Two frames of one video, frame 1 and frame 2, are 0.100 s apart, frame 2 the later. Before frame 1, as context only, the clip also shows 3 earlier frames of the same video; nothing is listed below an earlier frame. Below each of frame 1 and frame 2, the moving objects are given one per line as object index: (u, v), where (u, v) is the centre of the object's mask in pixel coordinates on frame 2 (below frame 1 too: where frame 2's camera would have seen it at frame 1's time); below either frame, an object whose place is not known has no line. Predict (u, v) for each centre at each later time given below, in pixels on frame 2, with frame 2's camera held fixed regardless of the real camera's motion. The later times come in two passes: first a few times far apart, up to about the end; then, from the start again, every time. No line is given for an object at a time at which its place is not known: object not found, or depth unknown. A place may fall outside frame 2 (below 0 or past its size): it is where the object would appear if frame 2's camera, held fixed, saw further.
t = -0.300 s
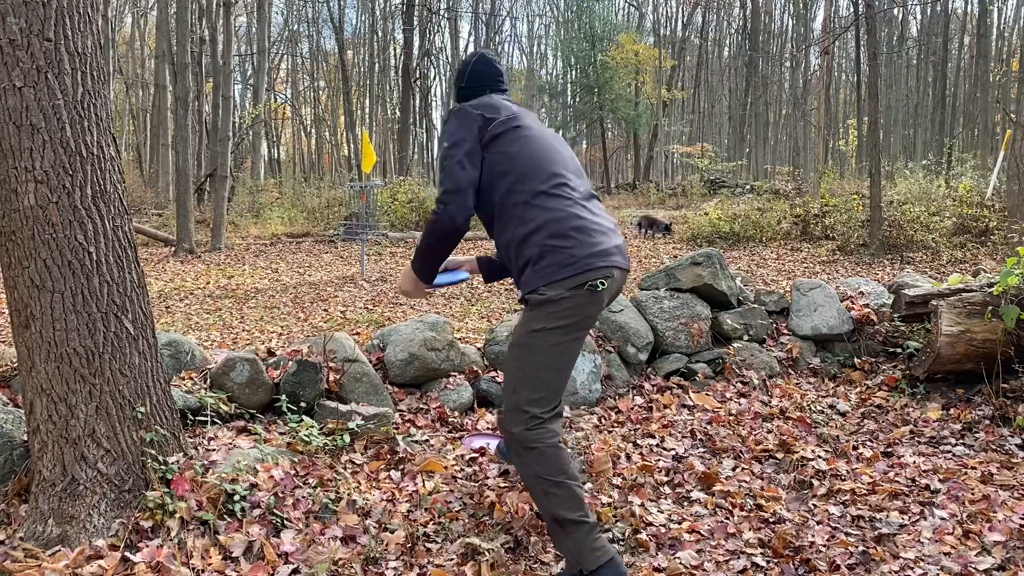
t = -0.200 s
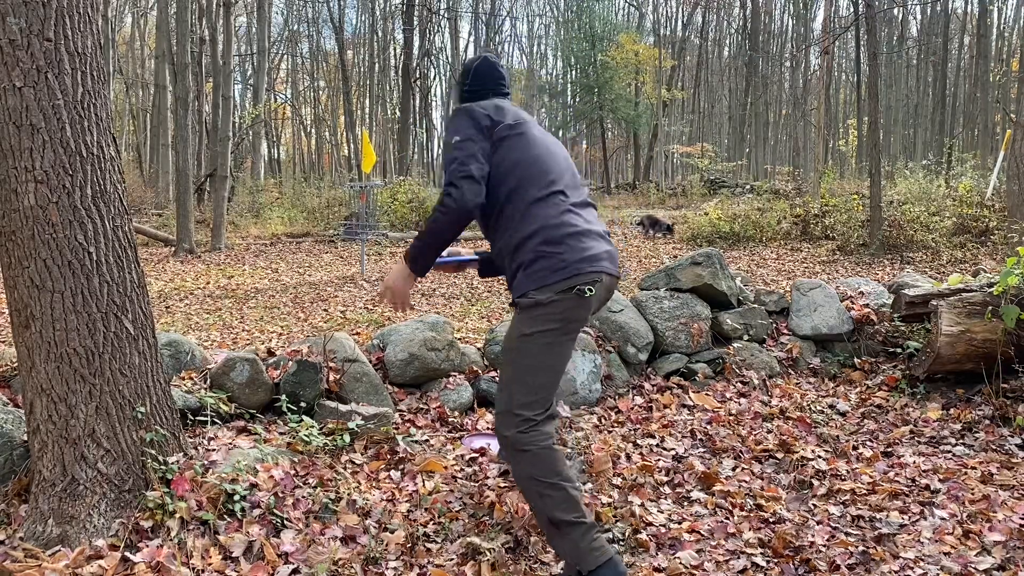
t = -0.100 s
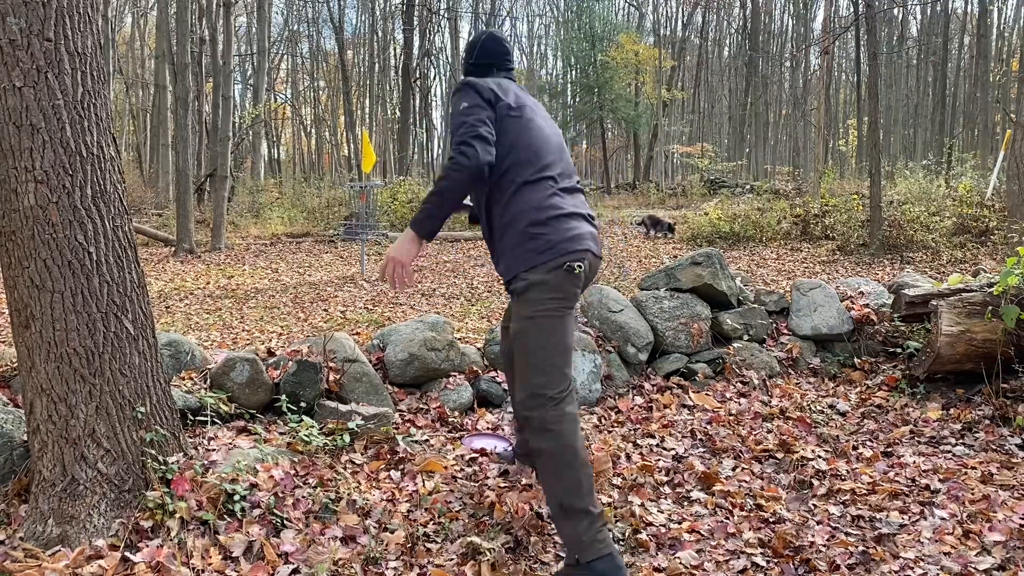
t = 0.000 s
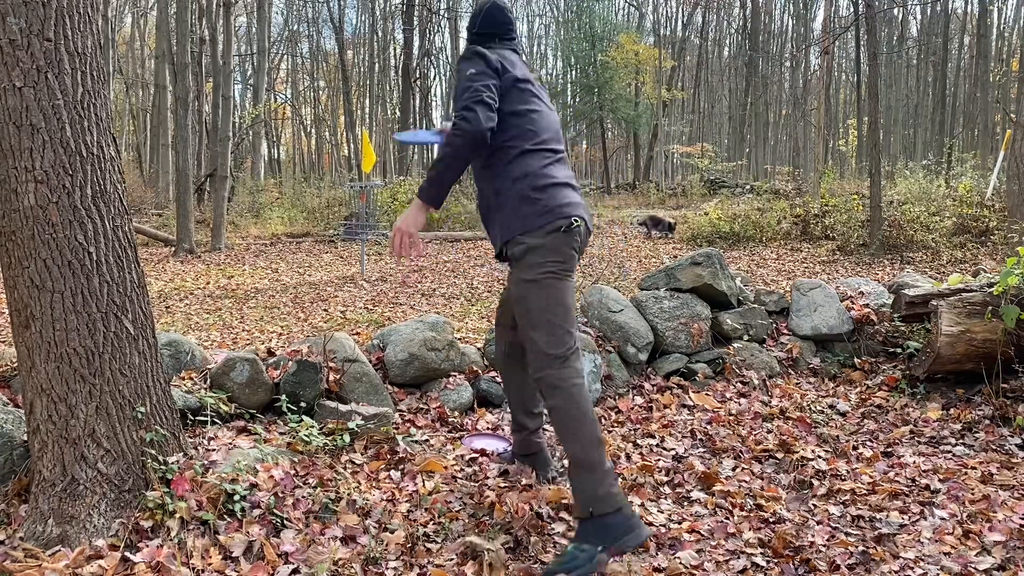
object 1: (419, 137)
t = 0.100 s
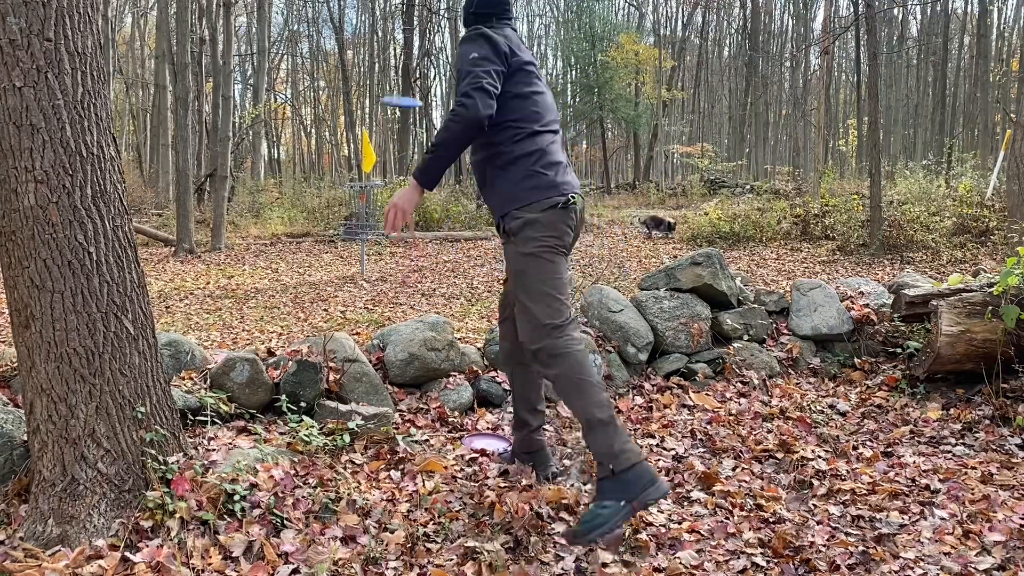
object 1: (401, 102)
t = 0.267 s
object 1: (386, 92)
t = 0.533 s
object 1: (375, 119)
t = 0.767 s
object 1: (369, 152)
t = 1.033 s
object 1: (358, 189)
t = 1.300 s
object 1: (332, 215)
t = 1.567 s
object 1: (302, 227)
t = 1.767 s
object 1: (284, 253)
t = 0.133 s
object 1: (397, 96)
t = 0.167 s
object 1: (393, 93)
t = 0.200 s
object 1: (390, 91)
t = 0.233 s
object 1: (388, 91)
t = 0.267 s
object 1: (386, 92)
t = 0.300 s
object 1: (384, 93)
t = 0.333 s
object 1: (382, 96)
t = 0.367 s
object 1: (380, 99)
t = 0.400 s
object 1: (379, 102)
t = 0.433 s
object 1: (378, 107)
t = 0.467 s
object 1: (377, 111)
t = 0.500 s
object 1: (376, 115)
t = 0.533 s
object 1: (375, 119)
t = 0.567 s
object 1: (374, 124)
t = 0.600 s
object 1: (374, 128)
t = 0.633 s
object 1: (373, 132)
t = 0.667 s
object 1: (371, 137)
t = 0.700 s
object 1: (371, 142)
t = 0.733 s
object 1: (369, 148)
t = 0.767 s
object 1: (369, 152)
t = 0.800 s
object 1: (366, 157)
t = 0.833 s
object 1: (366, 161)
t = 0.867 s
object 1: (364, 167)
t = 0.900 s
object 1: (364, 171)
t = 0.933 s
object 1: (364, 175)
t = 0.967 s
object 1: (363, 179)
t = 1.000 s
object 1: (359, 184)
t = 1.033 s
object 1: (358, 189)
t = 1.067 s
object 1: (356, 193)
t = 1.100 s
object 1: (353, 200)
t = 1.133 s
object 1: (350, 205)
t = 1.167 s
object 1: (350, 208)
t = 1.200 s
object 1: (344, 212)
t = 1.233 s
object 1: (340, 217)
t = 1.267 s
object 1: (335, 216)
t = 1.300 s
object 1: (332, 215)
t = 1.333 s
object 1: (328, 213)
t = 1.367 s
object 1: (324, 213)
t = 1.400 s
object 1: (320, 214)
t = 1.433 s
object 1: (317, 214)
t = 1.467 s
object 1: (312, 216)
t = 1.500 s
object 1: (311, 217)
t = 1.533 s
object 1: (308, 219)
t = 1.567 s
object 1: (302, 227)
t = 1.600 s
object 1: (301, 228)
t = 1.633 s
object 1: (297, 234)
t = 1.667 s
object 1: (297, 235)
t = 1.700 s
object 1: (294, 238)
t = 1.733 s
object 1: (290, 245)
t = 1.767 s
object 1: (284, 253)
